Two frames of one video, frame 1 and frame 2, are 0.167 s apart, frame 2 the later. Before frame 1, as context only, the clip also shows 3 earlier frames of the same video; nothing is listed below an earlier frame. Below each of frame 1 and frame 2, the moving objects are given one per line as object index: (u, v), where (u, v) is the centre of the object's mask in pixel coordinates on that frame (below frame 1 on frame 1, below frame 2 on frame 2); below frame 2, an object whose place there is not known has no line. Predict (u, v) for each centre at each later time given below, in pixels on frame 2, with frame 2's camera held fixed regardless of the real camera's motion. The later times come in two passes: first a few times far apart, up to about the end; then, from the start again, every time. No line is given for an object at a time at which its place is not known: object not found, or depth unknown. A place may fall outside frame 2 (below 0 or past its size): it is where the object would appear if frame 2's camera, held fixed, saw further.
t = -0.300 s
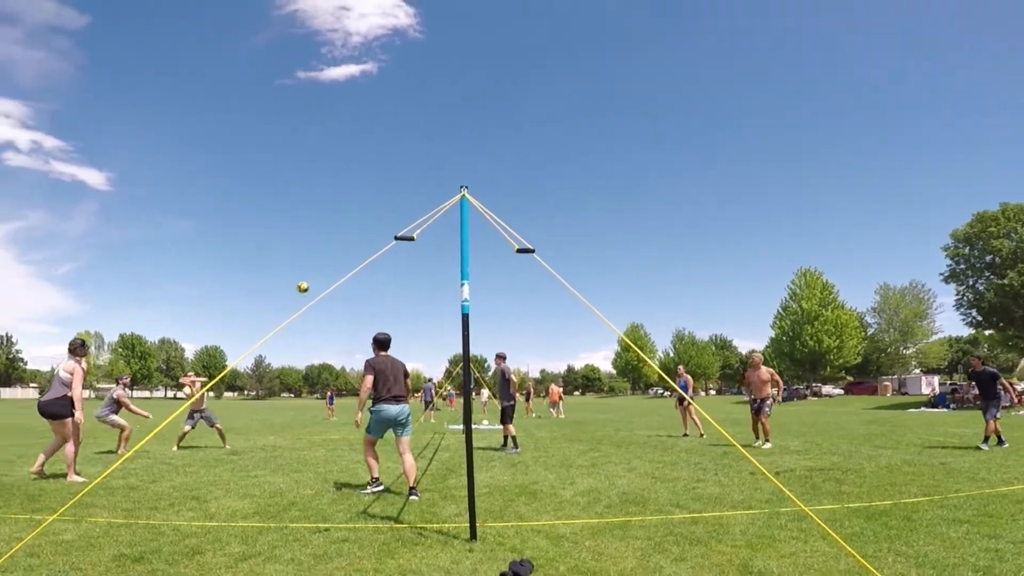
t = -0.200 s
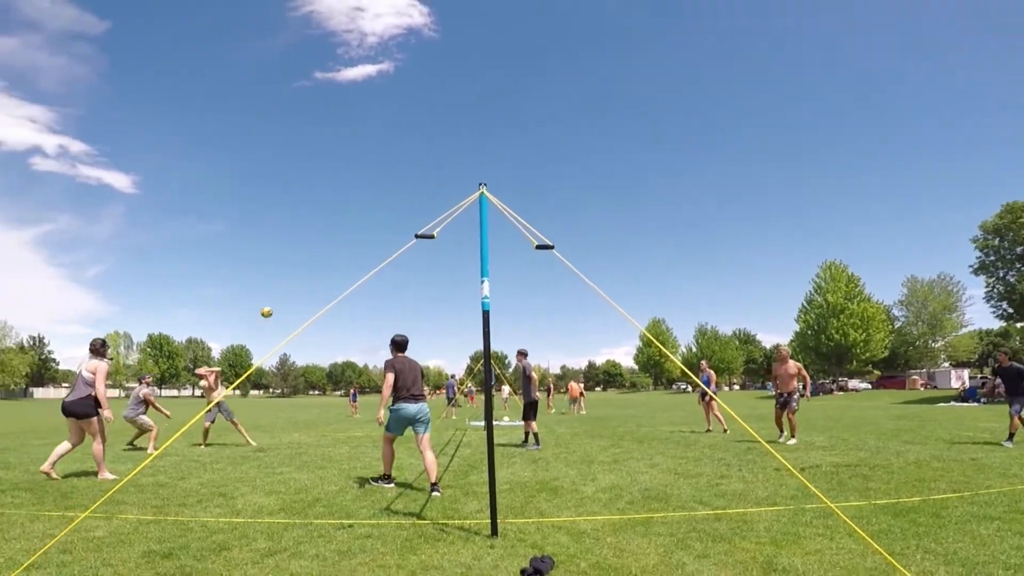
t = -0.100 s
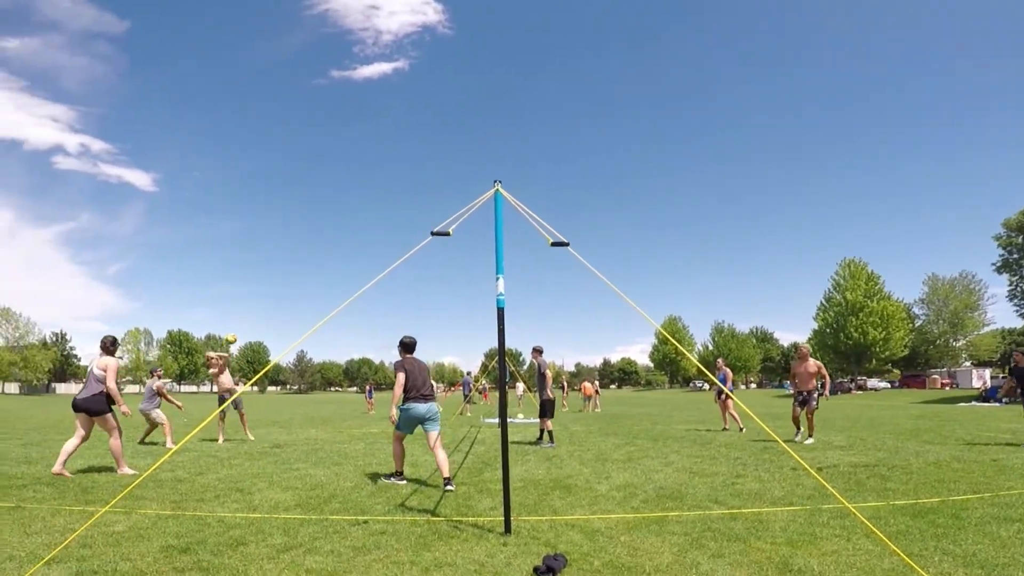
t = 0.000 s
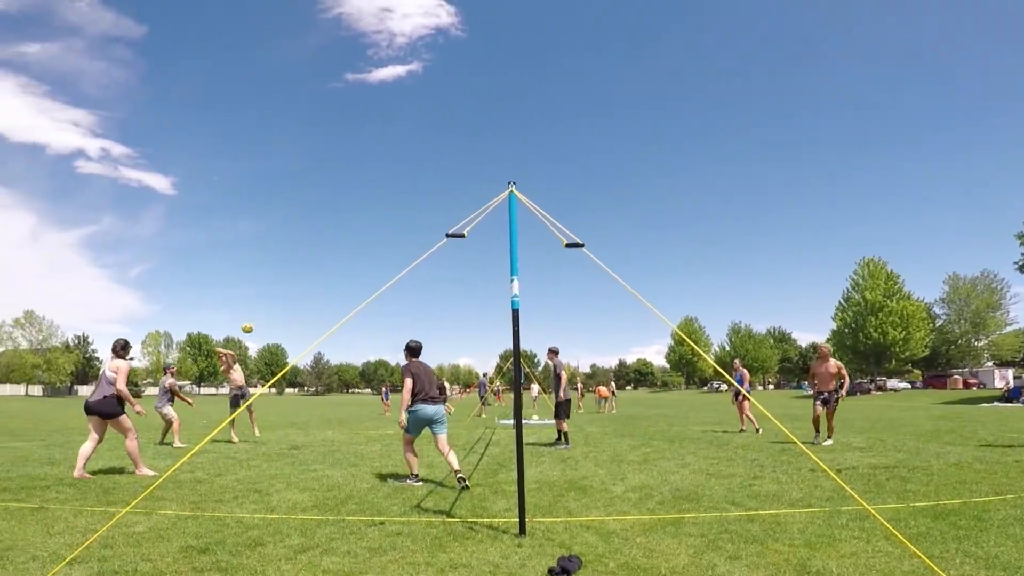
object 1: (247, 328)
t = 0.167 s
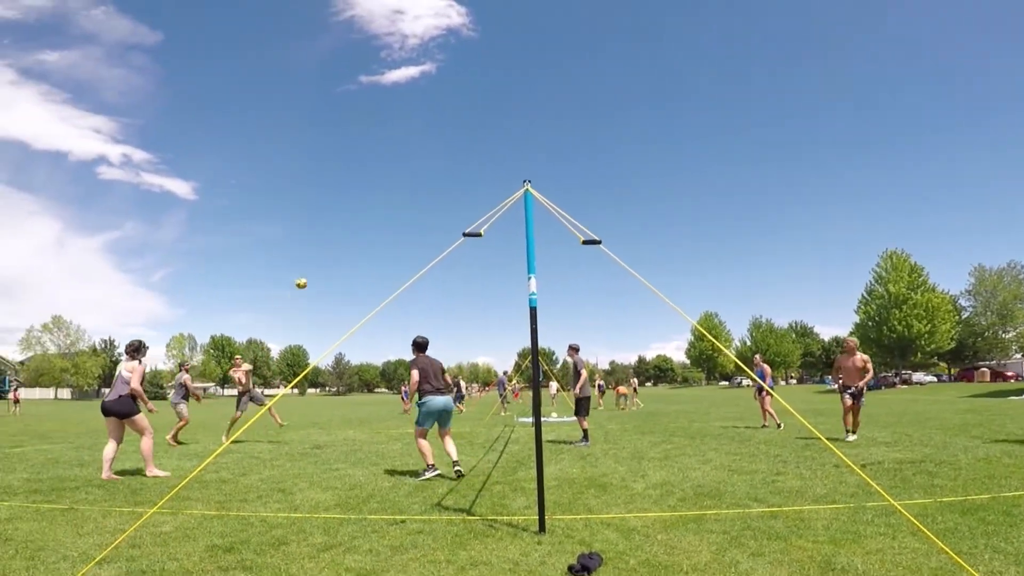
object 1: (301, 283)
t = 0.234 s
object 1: (314, 269)
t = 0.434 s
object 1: (356, 237)
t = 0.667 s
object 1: (405, 222)
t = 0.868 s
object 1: (448, 232)
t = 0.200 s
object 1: (307, 276)
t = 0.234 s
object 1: (314, 269)
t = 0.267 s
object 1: (322, 262)
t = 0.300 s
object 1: (328, 256)
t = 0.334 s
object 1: (335, 250)
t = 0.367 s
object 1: (342, 245)
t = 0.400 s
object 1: (348, 241)
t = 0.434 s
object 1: (356, 237)
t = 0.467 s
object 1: (363, 233)
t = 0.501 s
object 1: (370, 230)
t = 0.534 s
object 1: (378, 227)
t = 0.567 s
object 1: (385, 225)
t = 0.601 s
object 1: (392, 223)
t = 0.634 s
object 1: (399, 223)
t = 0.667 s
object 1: (405, 222)
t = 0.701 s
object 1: (413, 222)
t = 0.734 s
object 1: (419, 223)
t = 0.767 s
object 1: (426, 224)
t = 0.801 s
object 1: (433, 226)
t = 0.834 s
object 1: (441, 229)
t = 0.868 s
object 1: (448, 232)
